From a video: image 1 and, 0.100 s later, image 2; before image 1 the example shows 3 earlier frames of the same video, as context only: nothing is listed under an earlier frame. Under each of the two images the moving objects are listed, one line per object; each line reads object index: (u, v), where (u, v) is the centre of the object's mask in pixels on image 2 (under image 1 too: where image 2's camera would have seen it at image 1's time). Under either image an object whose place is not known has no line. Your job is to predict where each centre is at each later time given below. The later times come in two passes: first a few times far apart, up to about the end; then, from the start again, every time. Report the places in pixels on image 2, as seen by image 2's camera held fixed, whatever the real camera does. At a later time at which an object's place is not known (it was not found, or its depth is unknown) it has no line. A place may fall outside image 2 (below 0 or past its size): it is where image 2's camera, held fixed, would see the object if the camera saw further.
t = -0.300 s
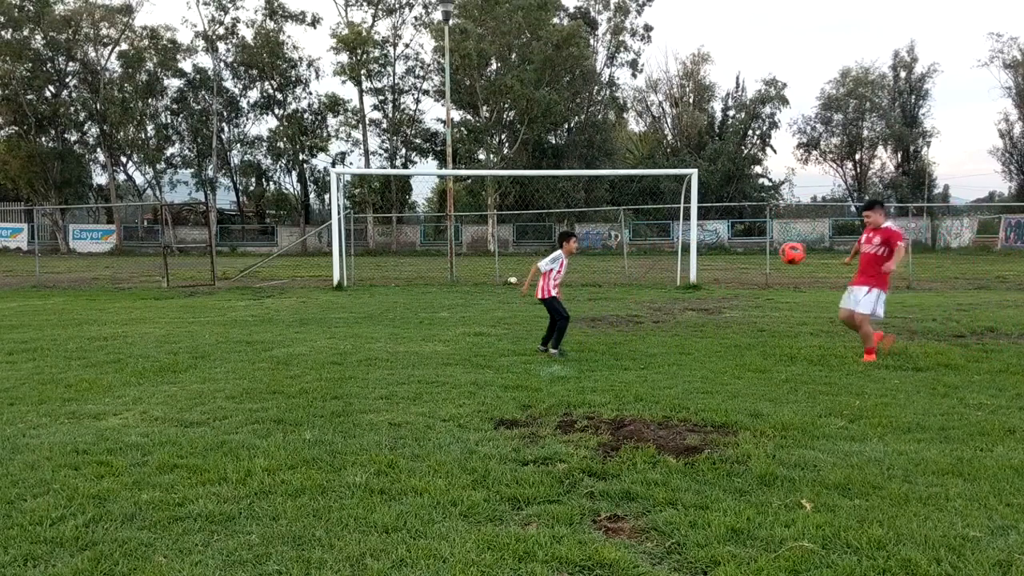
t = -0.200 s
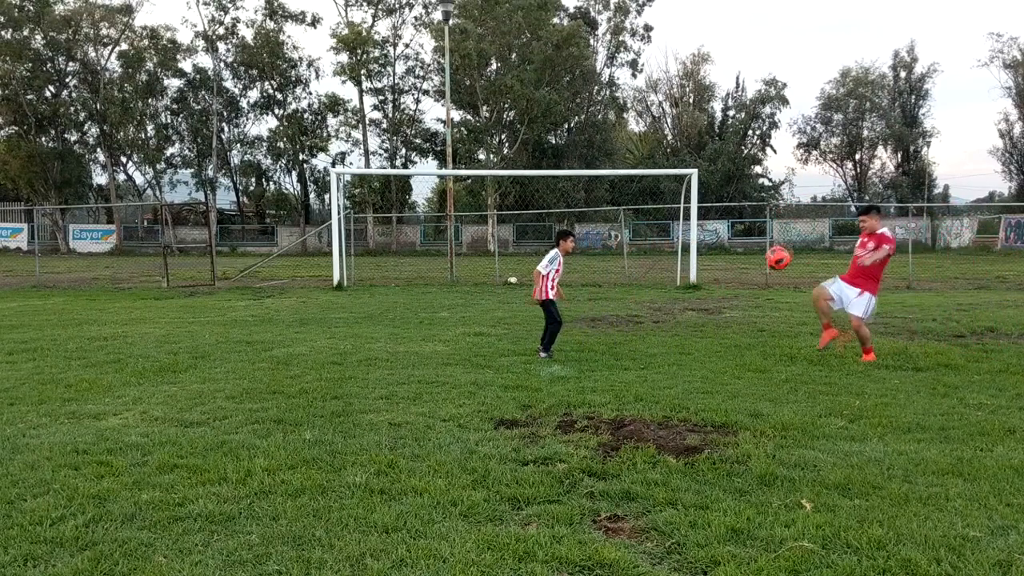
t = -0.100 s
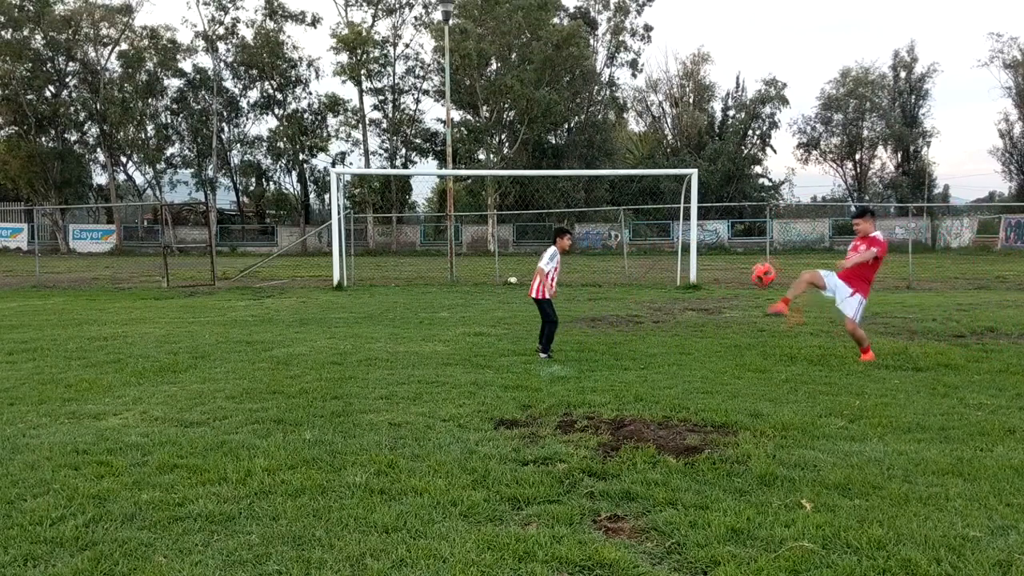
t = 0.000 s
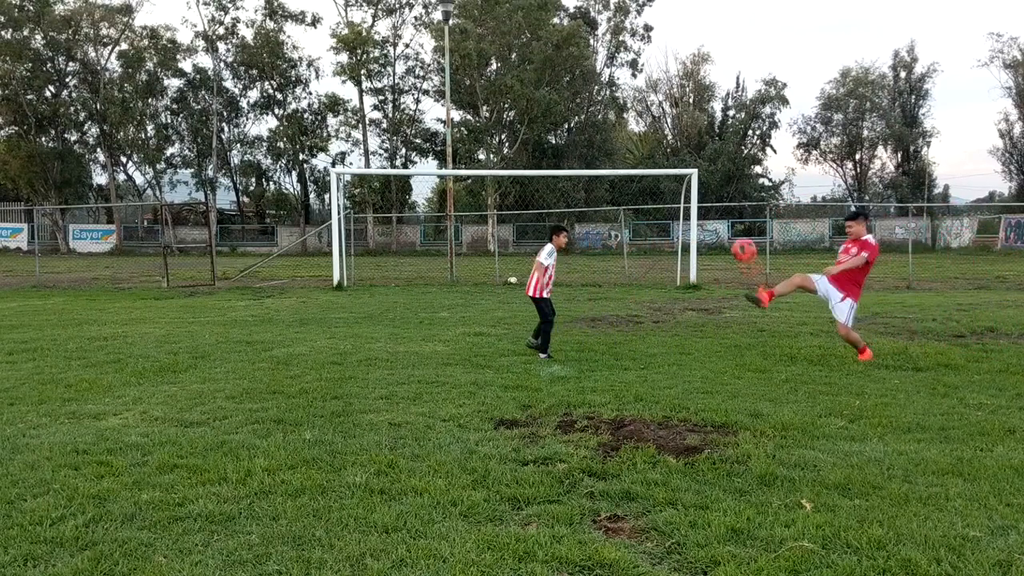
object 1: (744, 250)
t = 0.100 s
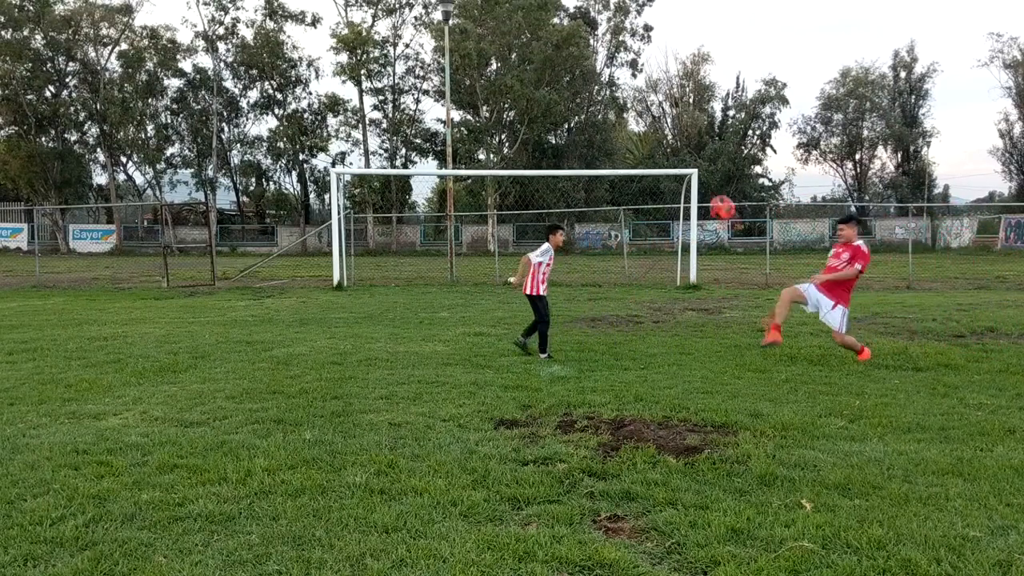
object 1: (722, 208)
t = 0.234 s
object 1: (694, 167)
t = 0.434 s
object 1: (649, 141)
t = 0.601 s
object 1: (611, 151)
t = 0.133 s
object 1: (715, 197)
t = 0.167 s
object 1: (709, 186)
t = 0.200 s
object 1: (701, 175)
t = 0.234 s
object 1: (694, 167)
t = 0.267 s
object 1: (686, 159)
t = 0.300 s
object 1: (678, 153)
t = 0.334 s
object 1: (671, 148)
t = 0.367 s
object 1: (665, 145)
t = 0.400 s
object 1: (657, 142)
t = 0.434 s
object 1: (649, 141)
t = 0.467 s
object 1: (641, 140)
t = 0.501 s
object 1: (634, 141)
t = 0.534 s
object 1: (626, 142)
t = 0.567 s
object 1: (619, 146)
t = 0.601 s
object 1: (611, 151)
